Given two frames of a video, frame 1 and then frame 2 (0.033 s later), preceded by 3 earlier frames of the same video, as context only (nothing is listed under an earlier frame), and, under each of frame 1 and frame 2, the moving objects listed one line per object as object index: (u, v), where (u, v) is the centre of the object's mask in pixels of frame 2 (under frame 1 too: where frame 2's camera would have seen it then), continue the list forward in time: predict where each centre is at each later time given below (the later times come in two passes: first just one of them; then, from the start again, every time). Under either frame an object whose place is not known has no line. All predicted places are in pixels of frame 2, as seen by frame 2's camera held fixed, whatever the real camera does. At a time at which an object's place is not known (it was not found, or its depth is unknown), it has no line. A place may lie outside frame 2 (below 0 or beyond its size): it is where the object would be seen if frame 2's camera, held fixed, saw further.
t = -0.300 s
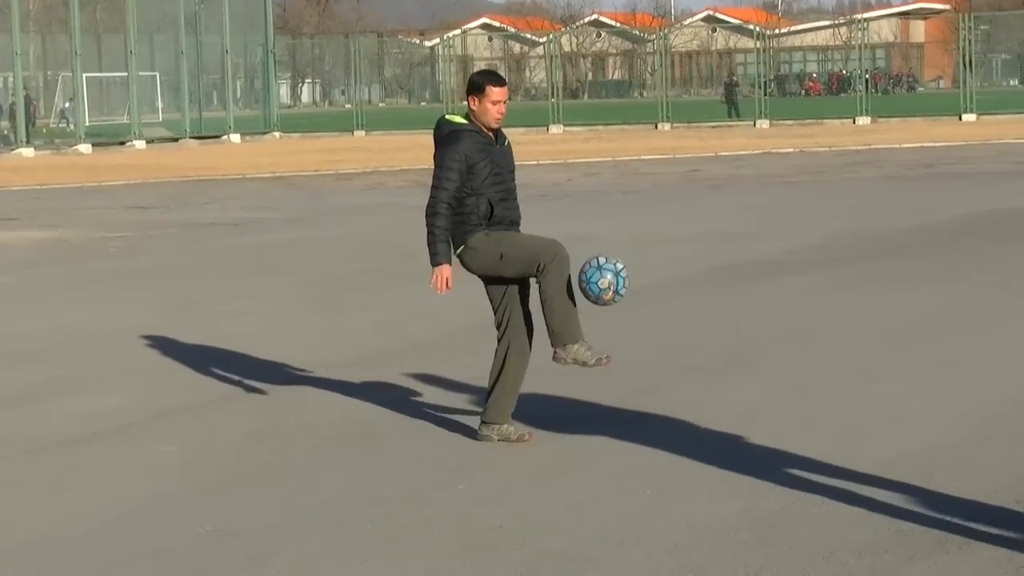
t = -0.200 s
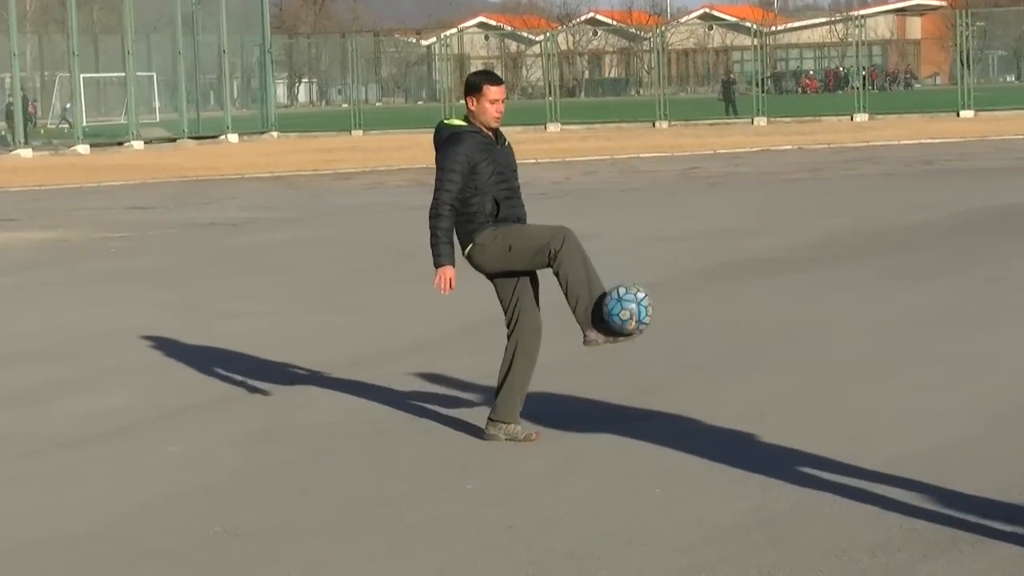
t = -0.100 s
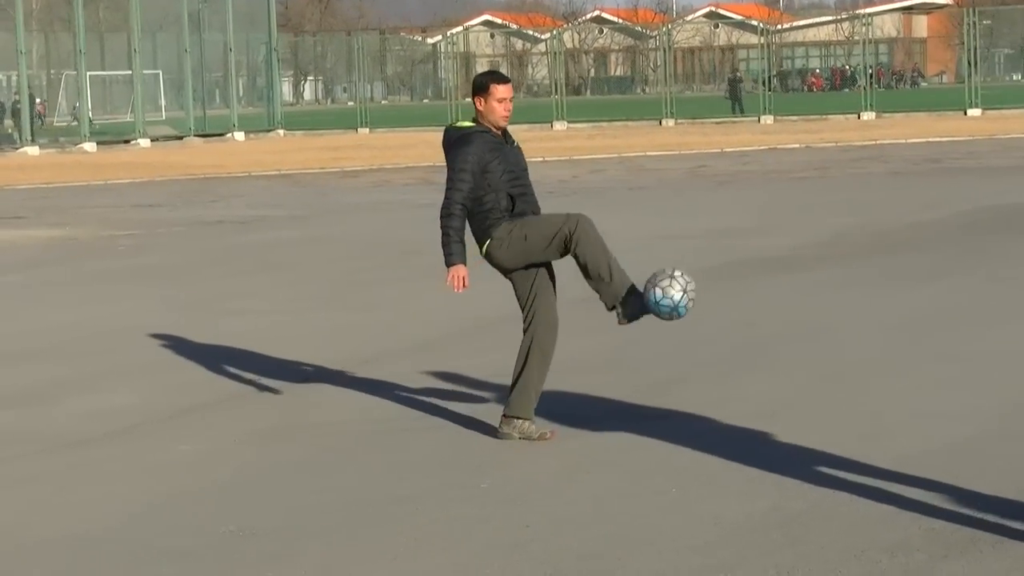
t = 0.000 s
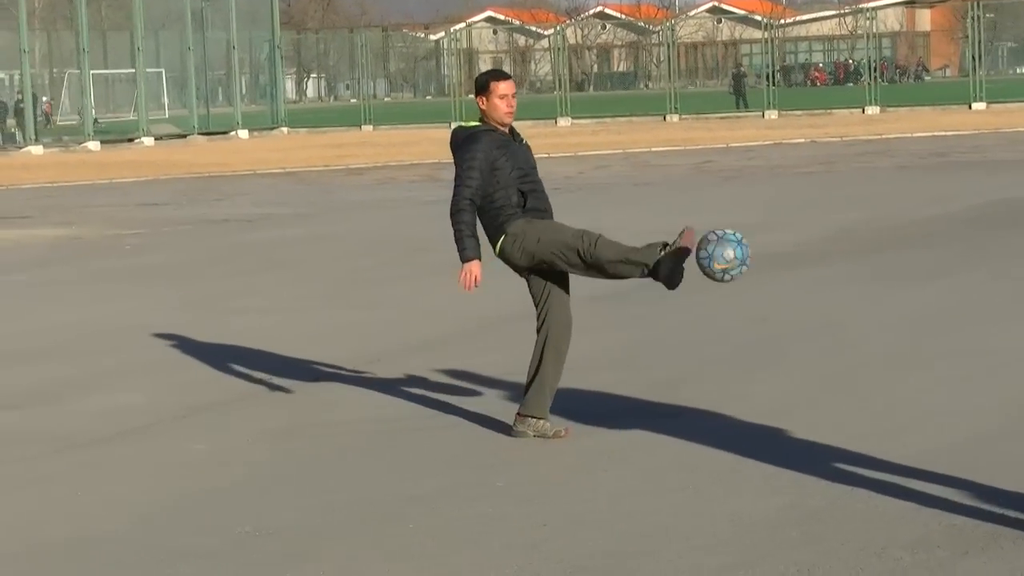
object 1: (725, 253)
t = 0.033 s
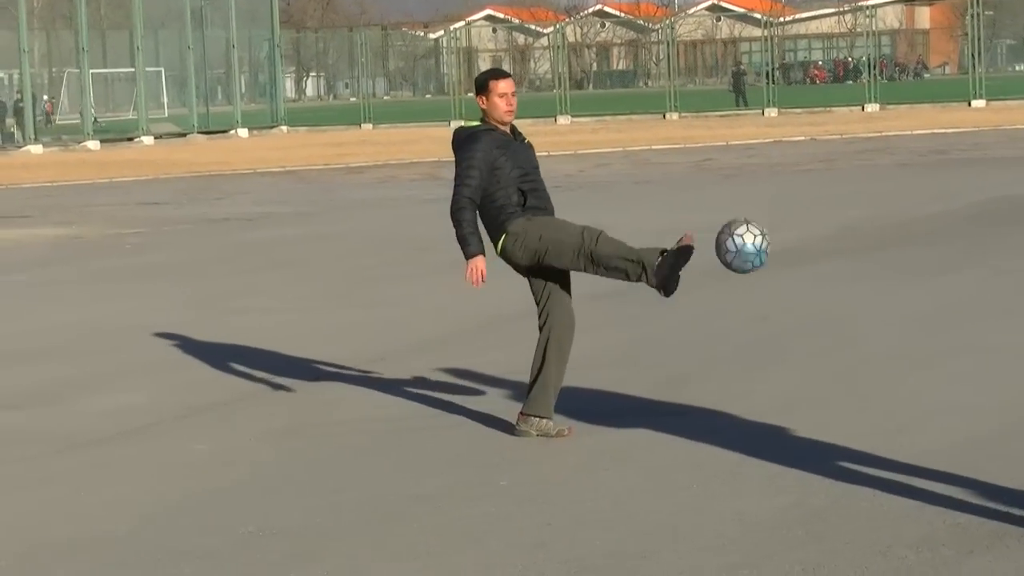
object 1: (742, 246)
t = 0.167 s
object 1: (808, 249)
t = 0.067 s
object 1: (760, 242)
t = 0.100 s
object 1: (769, 241)
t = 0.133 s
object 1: (788, 243)
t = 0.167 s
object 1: (808, 249)
